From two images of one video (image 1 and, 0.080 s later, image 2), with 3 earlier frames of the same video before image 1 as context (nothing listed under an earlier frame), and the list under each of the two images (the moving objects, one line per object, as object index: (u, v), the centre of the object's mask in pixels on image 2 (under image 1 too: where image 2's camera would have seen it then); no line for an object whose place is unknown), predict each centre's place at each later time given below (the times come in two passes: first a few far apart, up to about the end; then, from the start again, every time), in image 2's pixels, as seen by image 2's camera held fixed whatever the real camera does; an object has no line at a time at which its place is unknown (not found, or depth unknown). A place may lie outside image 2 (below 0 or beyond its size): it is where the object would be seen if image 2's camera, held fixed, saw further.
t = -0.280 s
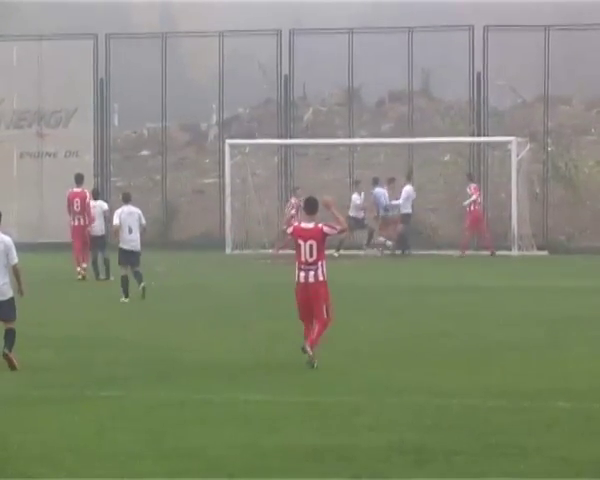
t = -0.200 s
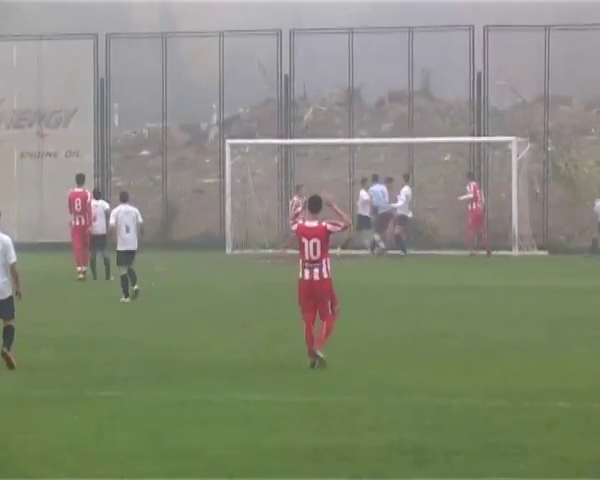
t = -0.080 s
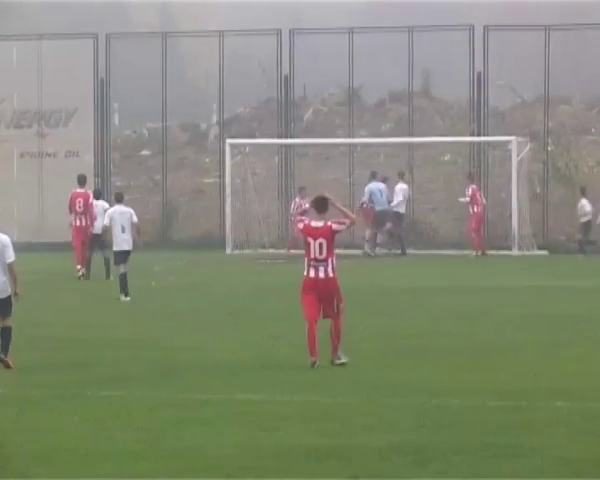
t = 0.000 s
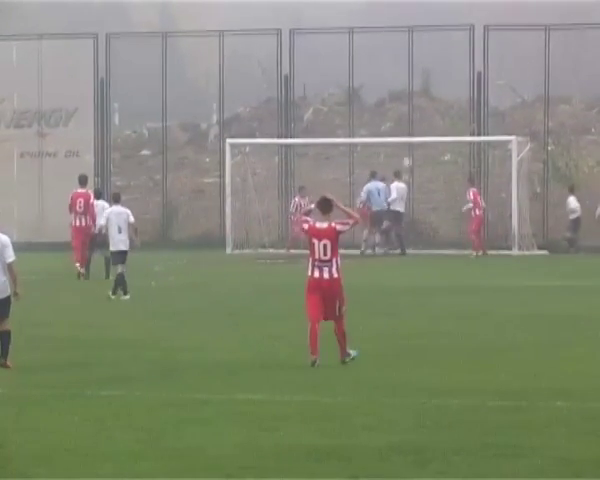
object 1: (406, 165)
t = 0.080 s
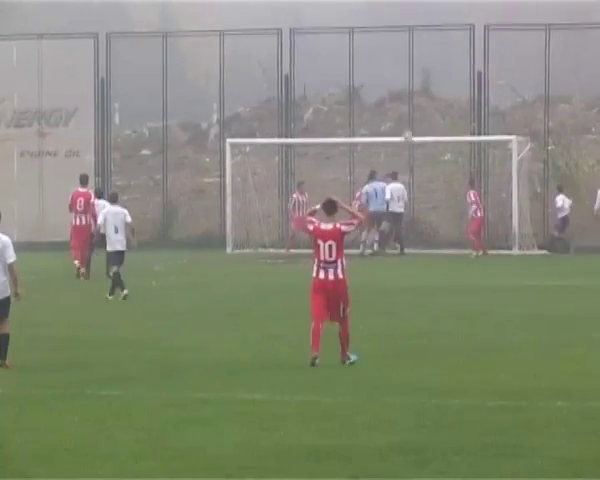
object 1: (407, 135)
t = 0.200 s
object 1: (406, 100)
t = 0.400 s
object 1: (406, 58)
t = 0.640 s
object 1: (404, 32)
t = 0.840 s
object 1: (402, 29)
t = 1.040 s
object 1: (400, 45)
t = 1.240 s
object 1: (399, 77)
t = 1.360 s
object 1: (398, 106)
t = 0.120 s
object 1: (407, 122)
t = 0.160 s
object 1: (406, 111)
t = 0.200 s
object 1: (406, 100)
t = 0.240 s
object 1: (407, 91)
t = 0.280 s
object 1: (406, 80)
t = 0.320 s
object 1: (406, 72)
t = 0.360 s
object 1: (406, 65)
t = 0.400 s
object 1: (406, 58)
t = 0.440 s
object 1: (405, 51)
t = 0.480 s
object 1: (405, 46)
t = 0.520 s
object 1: (405, 42)
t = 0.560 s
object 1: (404, 37)
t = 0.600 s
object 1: (404, 33)
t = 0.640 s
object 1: (404, 32)
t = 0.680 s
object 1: (403, 30)
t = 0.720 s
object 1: (403, 29)
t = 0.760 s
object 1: (403, 27)
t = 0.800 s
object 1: (403, 29)
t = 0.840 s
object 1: (402, 29)
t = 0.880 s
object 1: (402, 31)
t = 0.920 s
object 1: (401, 32)
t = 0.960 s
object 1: (402, 36)
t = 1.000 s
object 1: (401, 40)
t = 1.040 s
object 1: (400, 45)
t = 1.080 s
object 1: (400, 49)
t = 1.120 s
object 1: (400, 56)
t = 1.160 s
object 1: (399, 62)
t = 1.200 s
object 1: (400, 69)
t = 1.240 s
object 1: (399, 77)
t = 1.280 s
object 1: (399, 87)
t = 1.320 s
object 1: (398, 96)
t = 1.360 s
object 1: (398, 106)
